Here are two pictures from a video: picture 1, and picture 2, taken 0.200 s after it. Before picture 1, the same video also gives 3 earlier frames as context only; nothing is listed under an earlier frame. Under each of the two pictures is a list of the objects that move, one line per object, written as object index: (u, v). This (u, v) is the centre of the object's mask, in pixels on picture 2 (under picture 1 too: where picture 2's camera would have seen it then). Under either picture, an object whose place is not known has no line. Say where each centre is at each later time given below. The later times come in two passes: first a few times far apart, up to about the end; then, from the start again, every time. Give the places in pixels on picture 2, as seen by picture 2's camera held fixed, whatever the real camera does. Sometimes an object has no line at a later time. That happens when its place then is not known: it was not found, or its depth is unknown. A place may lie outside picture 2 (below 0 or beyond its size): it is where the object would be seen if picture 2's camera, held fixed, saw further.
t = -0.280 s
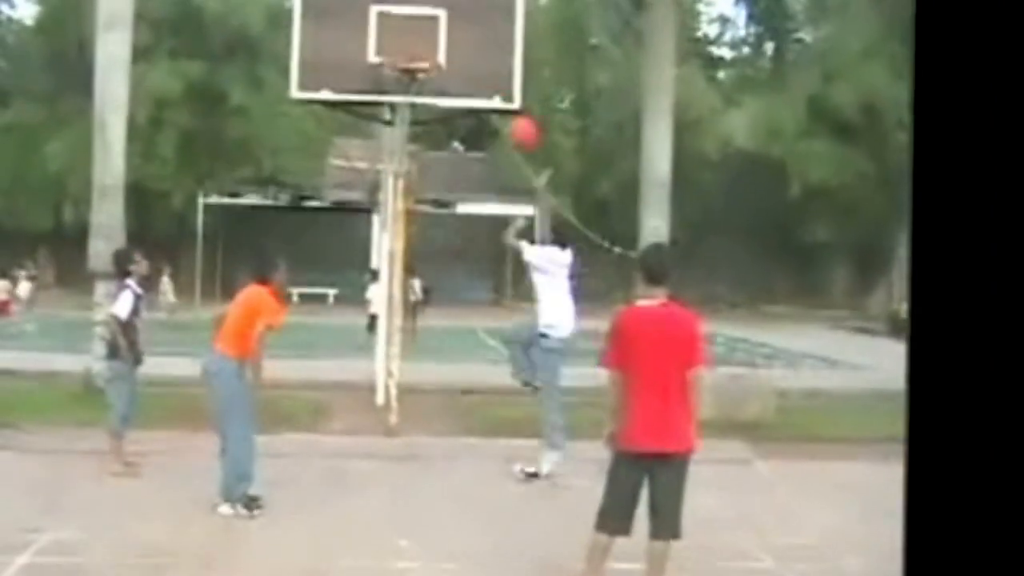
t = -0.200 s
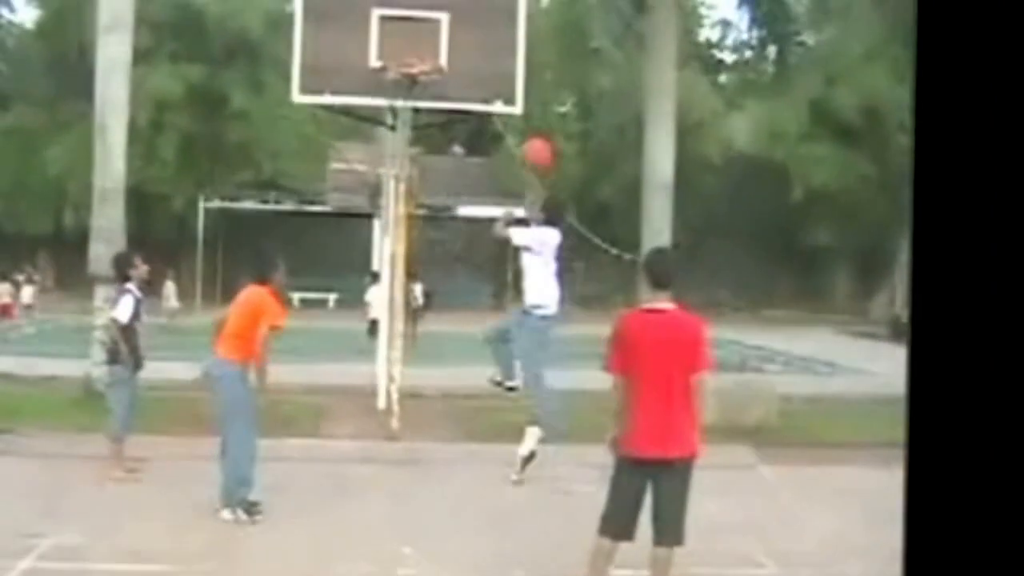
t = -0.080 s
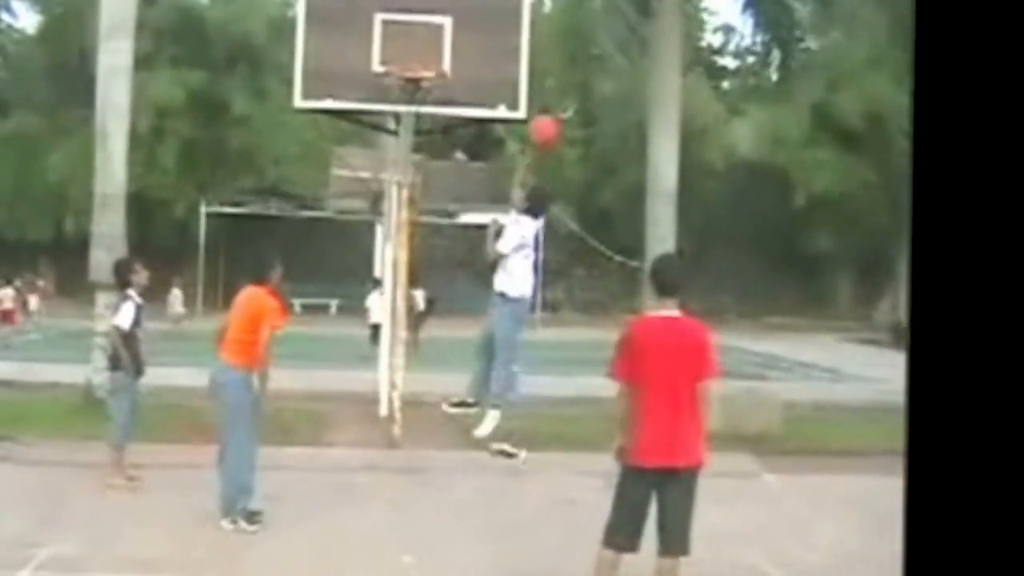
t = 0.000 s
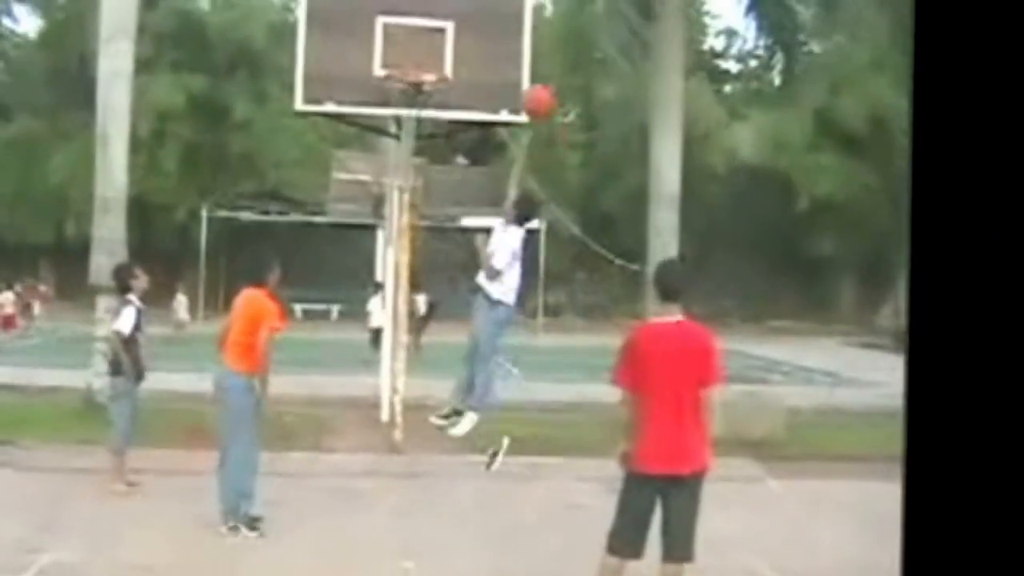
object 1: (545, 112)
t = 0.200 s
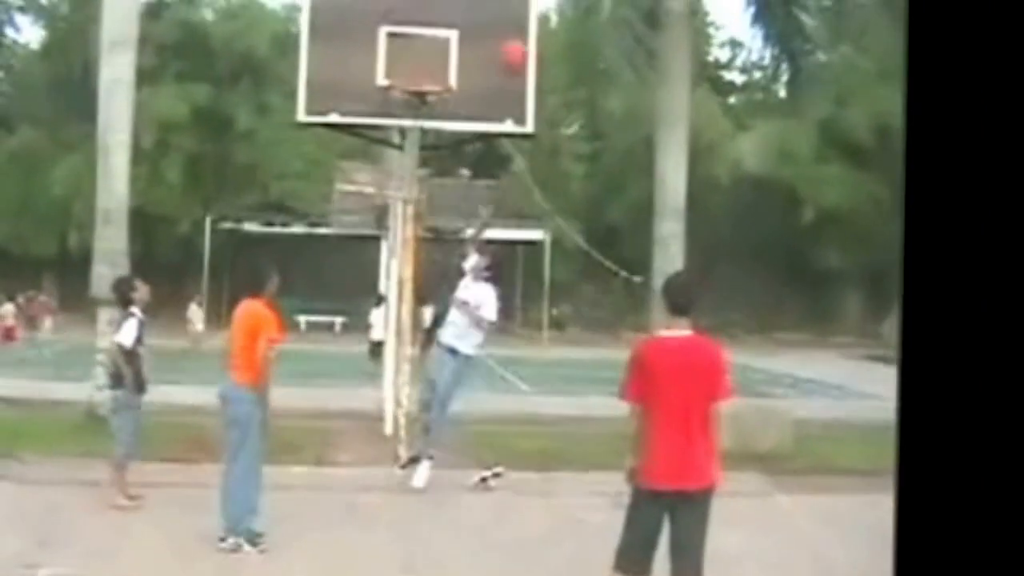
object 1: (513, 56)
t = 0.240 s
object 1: (510, 52)
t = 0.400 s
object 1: (488, 51)
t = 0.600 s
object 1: (475, 97)
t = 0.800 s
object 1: (500, 175)
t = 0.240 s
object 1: (510, 52)
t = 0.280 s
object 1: (505, 49)
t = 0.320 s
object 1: (499, 46)
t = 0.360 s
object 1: (493, 48)
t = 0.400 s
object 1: (488, 51)
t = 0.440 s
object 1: (484, 57)
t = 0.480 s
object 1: (477, 64)
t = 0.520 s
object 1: (468, 78)
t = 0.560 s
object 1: (471, 86)
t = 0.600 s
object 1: (475, 97)
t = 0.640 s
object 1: (479, 107)
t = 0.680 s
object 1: (485, 122)
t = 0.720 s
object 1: (490, 141)
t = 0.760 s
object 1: (495, 157)
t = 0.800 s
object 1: (500, 175)
